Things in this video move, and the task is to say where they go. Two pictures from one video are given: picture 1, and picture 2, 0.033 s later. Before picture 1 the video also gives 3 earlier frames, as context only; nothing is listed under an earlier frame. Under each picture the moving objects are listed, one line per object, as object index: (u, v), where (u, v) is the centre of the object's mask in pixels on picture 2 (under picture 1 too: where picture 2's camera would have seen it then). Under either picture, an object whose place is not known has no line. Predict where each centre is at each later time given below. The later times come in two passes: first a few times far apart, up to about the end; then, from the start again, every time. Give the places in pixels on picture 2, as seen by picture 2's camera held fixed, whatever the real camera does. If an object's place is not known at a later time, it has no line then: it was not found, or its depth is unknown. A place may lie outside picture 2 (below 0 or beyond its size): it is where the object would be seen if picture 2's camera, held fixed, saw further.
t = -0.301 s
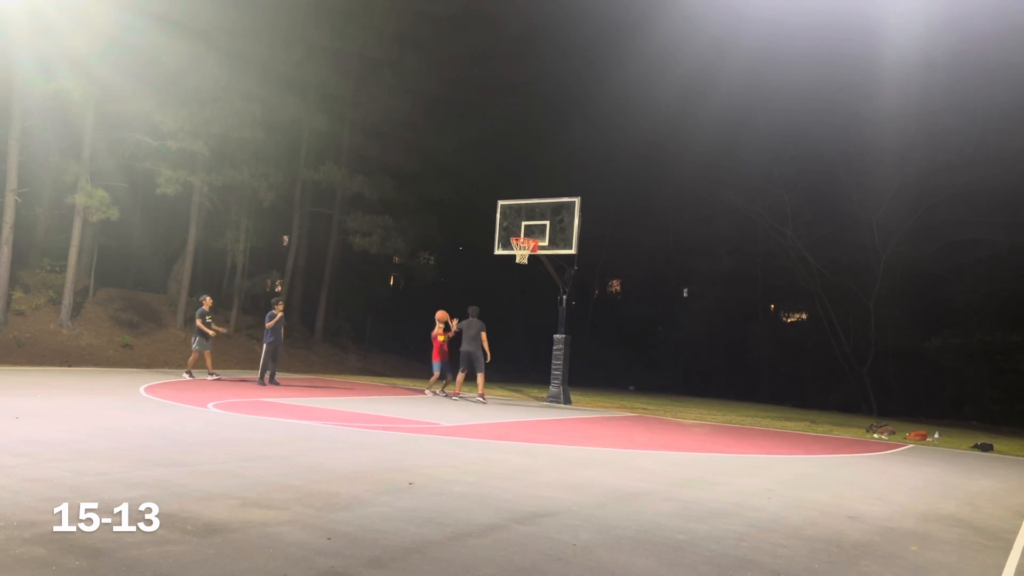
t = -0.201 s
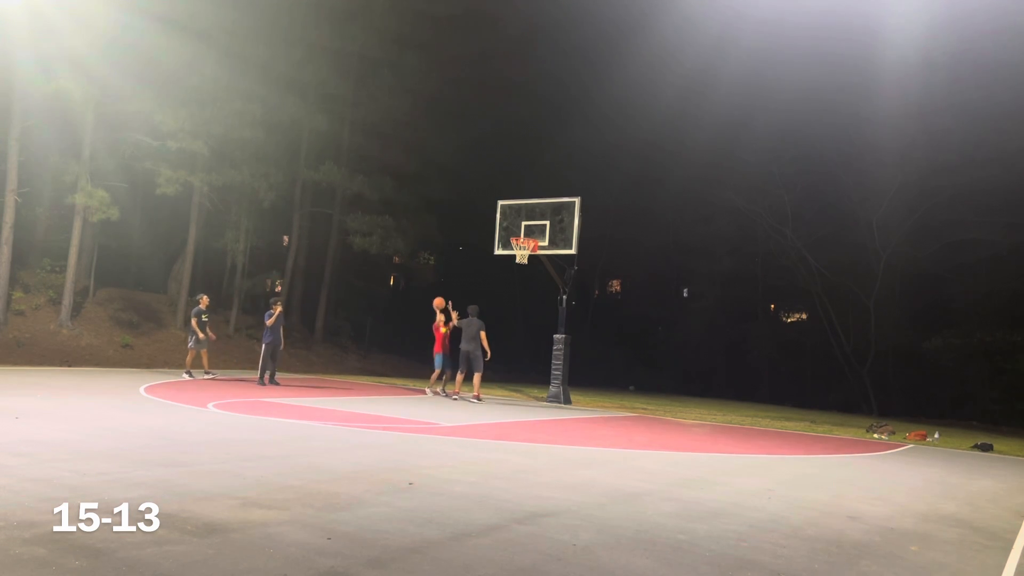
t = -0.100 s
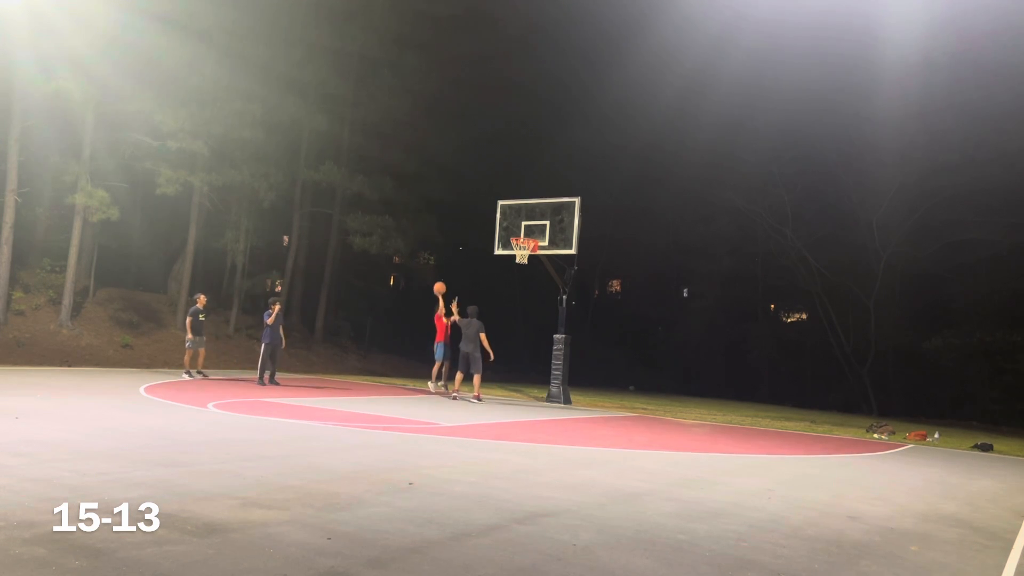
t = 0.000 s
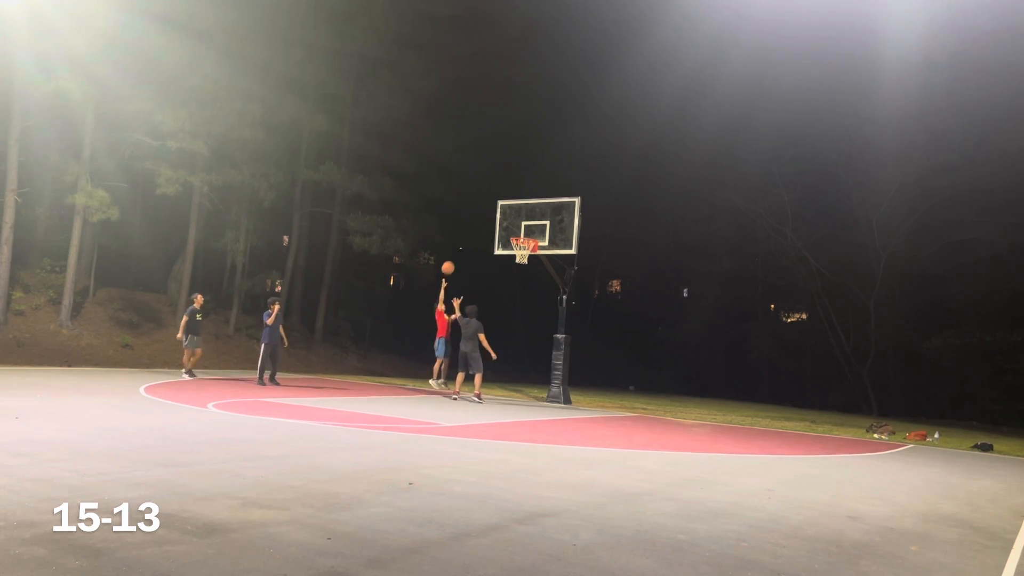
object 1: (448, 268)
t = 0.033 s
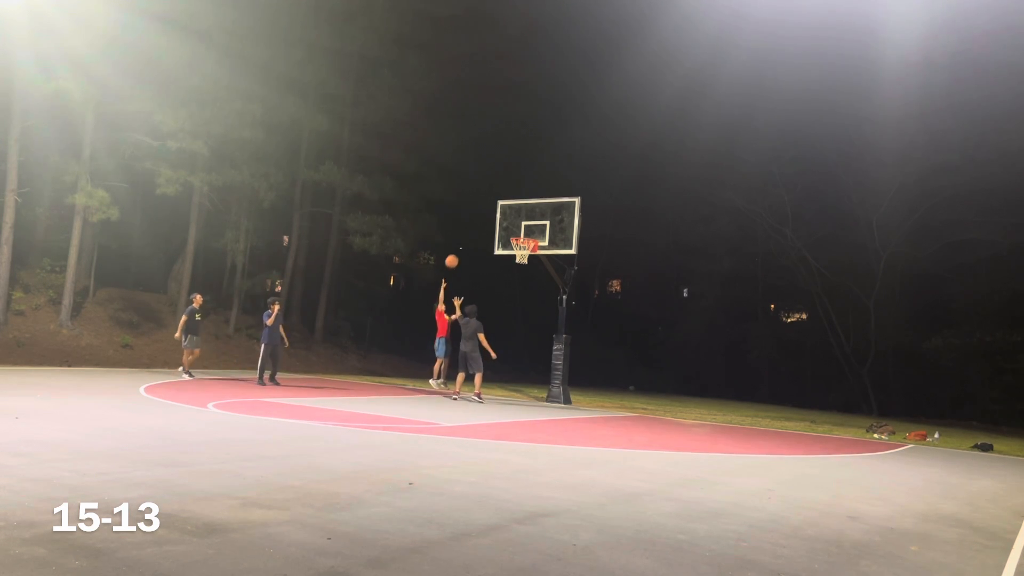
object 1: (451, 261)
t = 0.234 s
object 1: (473, 234)
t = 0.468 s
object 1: (496, 227)
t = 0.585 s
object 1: (508, 233)
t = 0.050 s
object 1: (453, 258)
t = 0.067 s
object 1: (455, 255)
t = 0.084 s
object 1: (457, 253)
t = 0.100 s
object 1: (459, 250)
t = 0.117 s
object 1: (460, 248)
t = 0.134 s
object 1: (462, 245)
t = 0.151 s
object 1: (464, 243)
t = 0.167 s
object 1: (466, 241)
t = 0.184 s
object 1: (467, 239)
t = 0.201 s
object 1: (469, 237)
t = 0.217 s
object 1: (471, 235)
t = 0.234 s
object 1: (473, 234)
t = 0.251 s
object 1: (474, 233)
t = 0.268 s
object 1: (476, 231)
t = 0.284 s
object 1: (478, 230)
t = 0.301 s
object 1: (480, 229)
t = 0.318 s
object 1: (481, 228)
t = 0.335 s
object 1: (483, 228)
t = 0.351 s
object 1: (485, 227)
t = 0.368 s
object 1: (487, 227)
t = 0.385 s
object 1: (488, 226)
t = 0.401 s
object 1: (489, 226)
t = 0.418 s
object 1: (491, 226)
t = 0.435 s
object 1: (493, 226)
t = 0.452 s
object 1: (495, 226)
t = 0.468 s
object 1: (496, 227)
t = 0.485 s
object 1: (498, 227)
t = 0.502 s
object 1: (500, 228)
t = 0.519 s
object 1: (502, 228)
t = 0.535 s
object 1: (504, 230)
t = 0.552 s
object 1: (505, 231)
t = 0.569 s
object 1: (506, 232)
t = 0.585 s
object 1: (508, 233)
